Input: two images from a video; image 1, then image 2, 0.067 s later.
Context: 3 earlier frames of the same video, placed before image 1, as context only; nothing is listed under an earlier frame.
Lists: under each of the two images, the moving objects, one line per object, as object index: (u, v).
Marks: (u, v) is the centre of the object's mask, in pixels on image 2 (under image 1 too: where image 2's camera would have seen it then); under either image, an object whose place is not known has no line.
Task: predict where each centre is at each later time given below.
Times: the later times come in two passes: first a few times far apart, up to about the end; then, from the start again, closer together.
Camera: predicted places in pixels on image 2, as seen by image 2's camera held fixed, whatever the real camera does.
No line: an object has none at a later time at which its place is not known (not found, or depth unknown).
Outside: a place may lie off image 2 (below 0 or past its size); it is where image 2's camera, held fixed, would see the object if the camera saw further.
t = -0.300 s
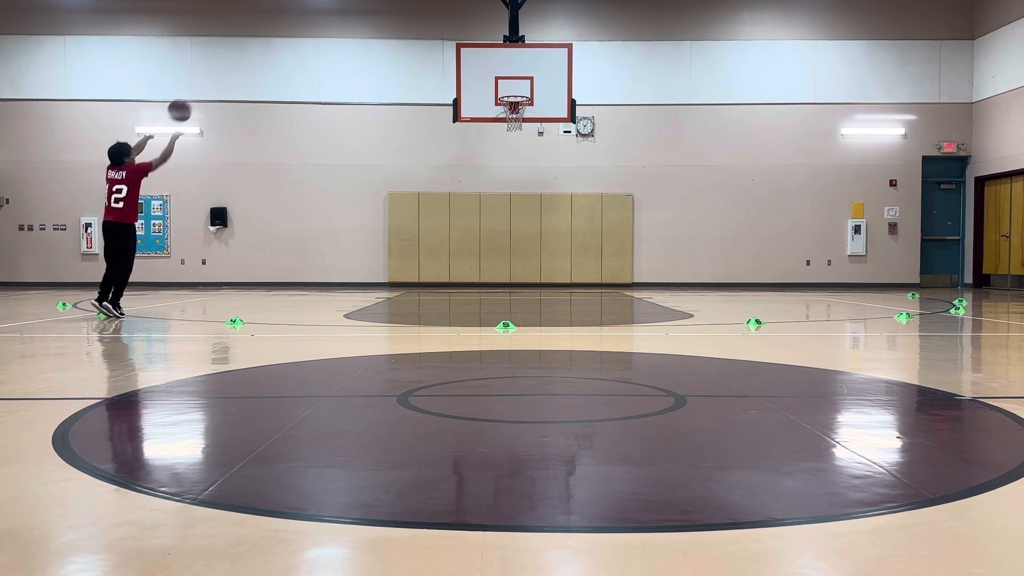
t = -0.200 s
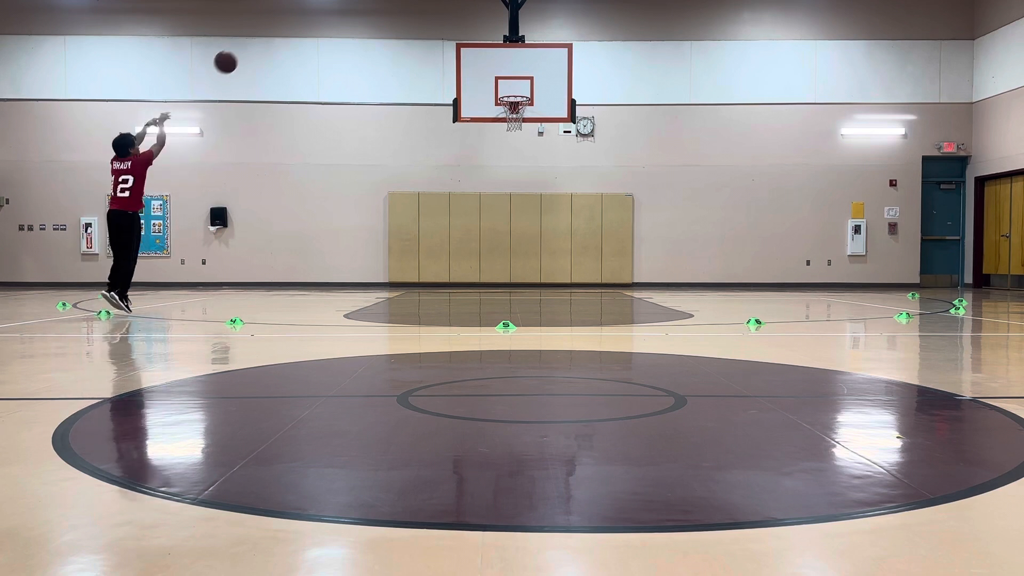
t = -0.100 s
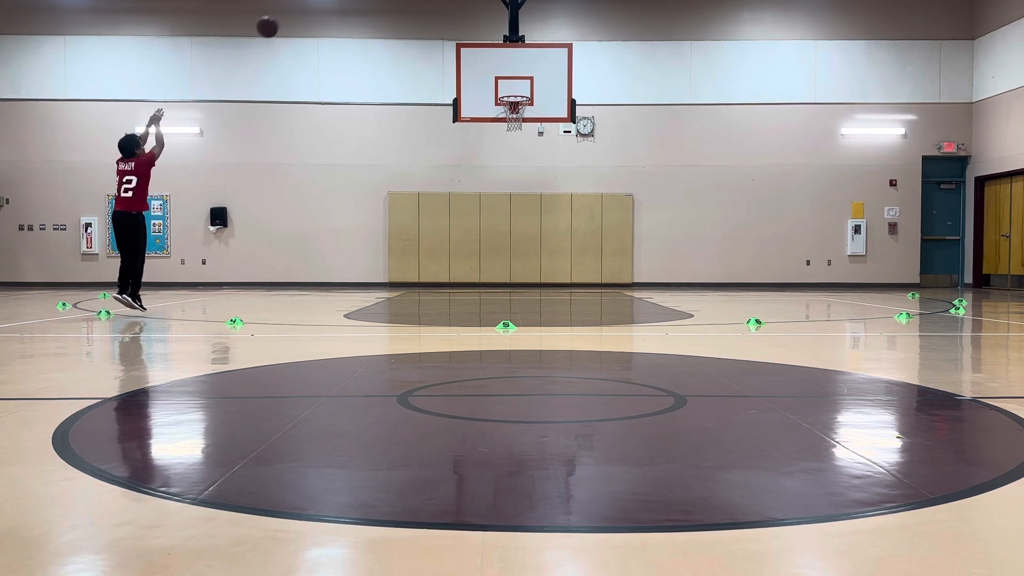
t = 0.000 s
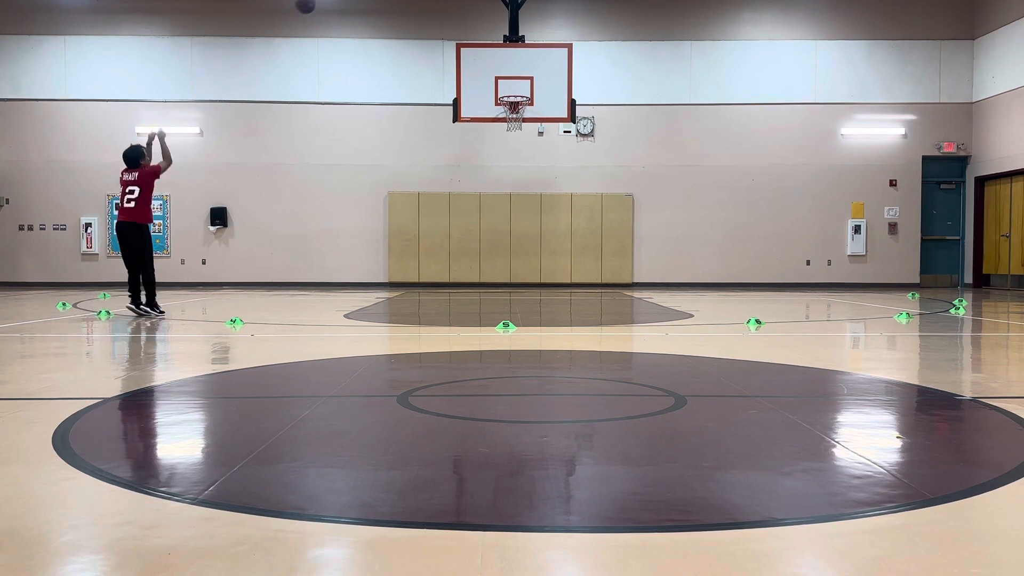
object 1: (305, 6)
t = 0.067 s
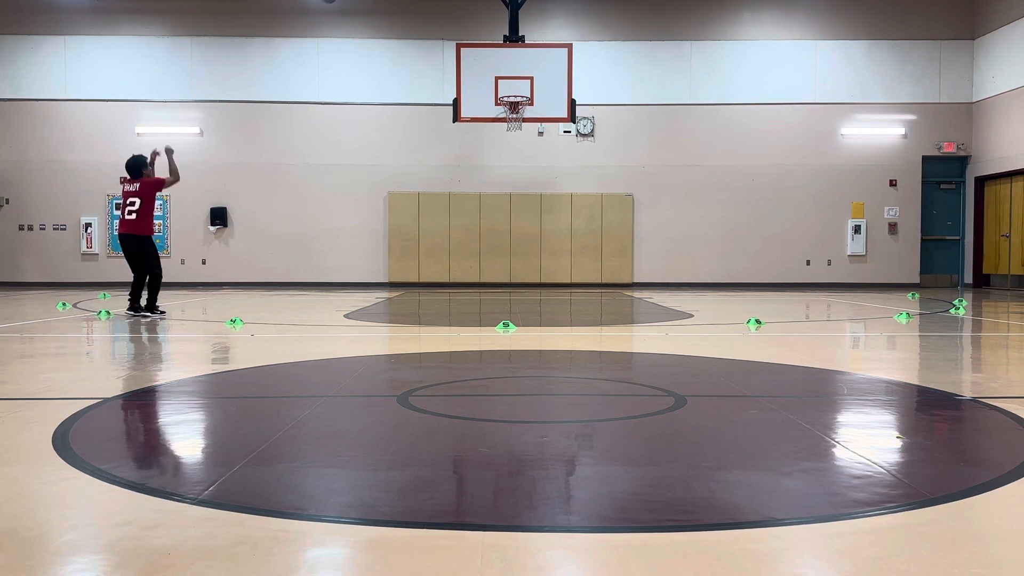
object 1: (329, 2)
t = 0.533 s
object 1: (461, 22)
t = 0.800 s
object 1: (517, 97)
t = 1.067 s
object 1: (487, 133)
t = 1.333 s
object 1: (458, 199)
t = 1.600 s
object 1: (432, 277)
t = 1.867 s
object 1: (412, 201)
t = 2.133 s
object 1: (393, 170)
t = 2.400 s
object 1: (373, 192)
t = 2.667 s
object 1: (354, 267)
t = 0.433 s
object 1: (436, 6)
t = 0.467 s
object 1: (445, 9)
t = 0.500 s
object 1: (453, 15)
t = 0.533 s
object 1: (461, 22)
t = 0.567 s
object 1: (469, 30)
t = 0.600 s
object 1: (476, 38)
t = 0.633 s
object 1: (483, 47)
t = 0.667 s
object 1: (490, 56)
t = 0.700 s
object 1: (497, 65)
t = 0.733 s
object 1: (504, 76)
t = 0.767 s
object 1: (511, 86)
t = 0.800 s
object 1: (517, 97)
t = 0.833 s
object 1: (516, 105)
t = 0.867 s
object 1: (512, 109)
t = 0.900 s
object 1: (505, 115)
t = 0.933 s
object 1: (501, 117)
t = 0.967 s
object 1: (498, 120)
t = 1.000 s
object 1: (494, 124)
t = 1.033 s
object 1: (491, 128)
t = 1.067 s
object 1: (487, 133)
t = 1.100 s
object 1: (483, 138)
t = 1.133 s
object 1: (480, 145)
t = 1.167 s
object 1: (476, 152)
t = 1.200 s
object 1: (473, 160)
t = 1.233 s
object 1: (469, 168)
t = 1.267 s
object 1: (466, 178)
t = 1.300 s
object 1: (462, 188)
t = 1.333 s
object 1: (458, 199)
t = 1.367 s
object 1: (455, 211)
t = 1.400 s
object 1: (451, 223)
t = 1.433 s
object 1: (448, 236)
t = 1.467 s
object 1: (444, 250)
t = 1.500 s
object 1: (441, 265)
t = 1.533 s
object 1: (437, 280)
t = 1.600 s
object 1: (432, 277)
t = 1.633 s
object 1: (429, 265)
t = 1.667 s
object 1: (427, 254)
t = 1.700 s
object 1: (424, 244)
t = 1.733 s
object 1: (422, 234)
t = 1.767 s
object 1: (420, 224)
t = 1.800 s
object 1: (417, 216)
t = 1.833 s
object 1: (415, 208)
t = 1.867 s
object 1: (412, 201)
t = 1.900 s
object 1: (410, 194)
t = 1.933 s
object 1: (407, 189)
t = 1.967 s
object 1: (405, 184)
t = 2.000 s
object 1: (403, 180)
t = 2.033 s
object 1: (400, 176)
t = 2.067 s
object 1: (398, 174)
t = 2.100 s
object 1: (395, 172)
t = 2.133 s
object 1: (393, 170)
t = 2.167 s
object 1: (390, 170)
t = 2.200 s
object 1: (388, 171)
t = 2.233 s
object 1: (386, 172)
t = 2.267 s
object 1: (383, 174)
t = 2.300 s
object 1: (381, 177)
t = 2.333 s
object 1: (378, 181)
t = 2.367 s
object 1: (376, 186)
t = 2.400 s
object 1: (373, 192)
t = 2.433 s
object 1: (371, 198)
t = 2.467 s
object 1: (369, 205)
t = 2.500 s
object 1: (366, 213)
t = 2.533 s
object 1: (363, 222)
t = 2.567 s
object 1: (361, 232)
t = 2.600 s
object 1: (359, 243)
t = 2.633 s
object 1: (356, 254)
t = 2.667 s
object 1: (354, 267)
